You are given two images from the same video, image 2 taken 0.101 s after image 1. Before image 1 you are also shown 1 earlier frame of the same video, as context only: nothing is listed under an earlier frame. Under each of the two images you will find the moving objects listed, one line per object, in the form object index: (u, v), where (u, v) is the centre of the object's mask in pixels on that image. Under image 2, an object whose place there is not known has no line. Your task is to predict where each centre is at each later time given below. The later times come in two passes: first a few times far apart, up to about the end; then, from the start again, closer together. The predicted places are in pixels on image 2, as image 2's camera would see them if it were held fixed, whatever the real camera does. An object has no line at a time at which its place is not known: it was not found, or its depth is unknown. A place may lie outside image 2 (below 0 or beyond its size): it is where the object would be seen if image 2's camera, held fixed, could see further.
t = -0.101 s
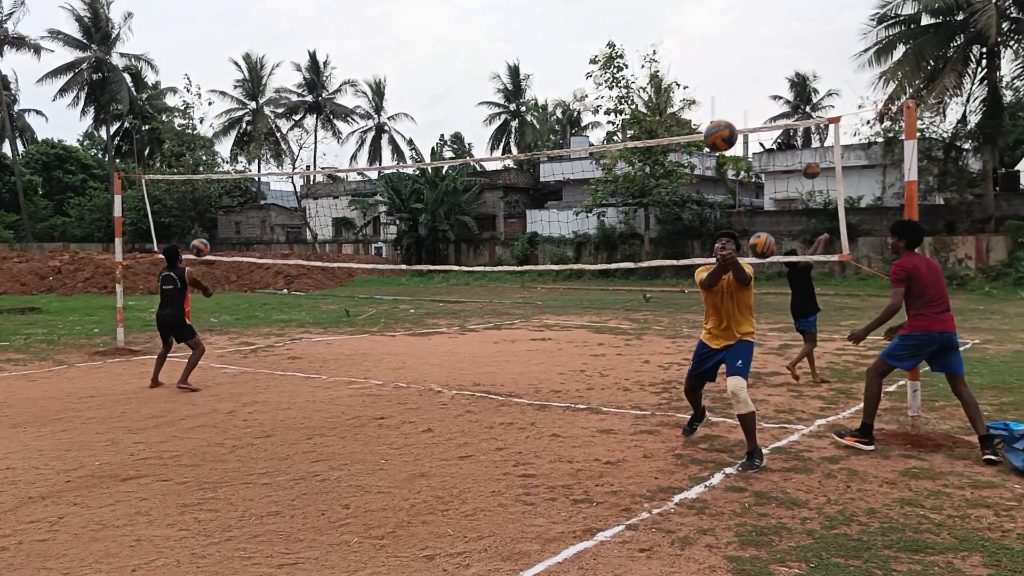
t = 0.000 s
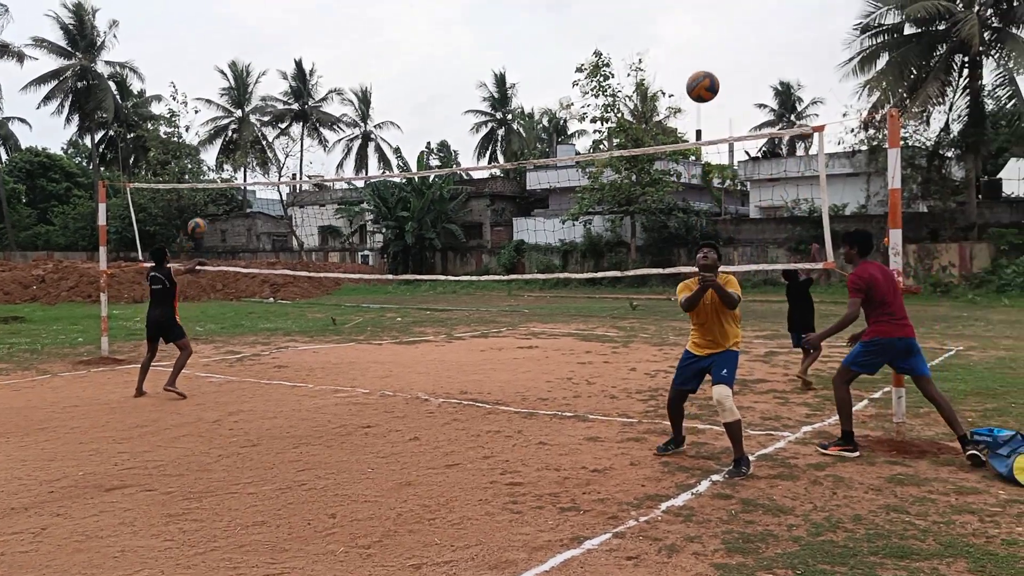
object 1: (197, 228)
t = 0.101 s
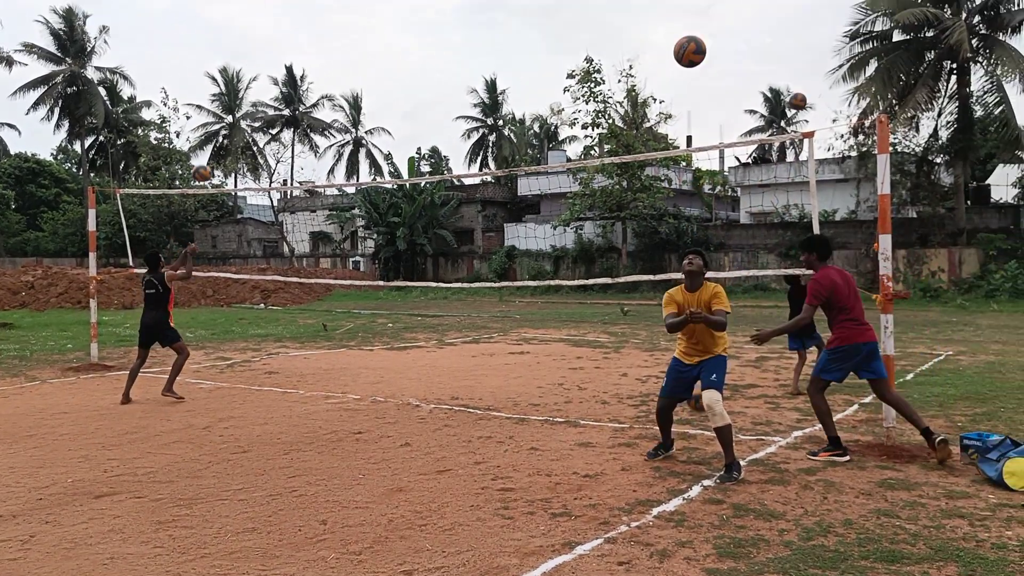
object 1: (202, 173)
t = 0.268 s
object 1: (223, 94)
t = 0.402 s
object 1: (240, 50)
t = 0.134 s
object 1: (206, 155)
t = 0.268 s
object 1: (223, 94)
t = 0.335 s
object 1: (231, 70)
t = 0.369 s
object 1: (236, 60)
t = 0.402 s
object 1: (240, 50)
